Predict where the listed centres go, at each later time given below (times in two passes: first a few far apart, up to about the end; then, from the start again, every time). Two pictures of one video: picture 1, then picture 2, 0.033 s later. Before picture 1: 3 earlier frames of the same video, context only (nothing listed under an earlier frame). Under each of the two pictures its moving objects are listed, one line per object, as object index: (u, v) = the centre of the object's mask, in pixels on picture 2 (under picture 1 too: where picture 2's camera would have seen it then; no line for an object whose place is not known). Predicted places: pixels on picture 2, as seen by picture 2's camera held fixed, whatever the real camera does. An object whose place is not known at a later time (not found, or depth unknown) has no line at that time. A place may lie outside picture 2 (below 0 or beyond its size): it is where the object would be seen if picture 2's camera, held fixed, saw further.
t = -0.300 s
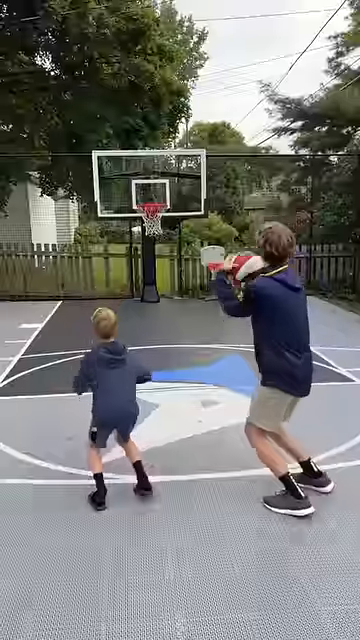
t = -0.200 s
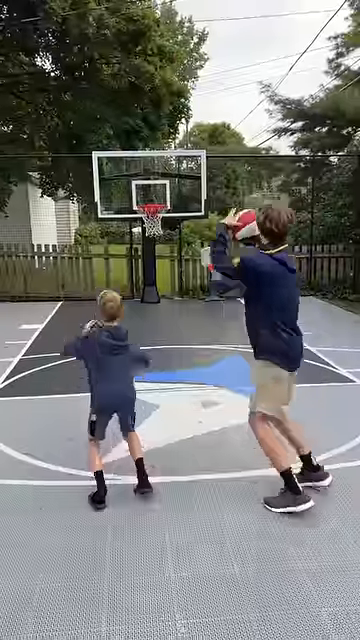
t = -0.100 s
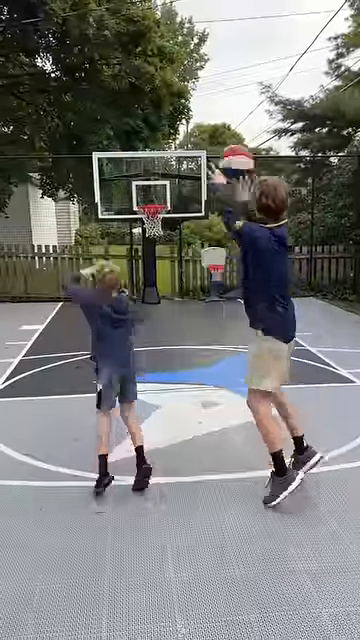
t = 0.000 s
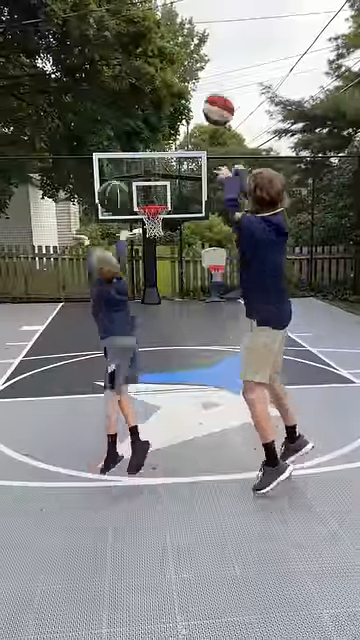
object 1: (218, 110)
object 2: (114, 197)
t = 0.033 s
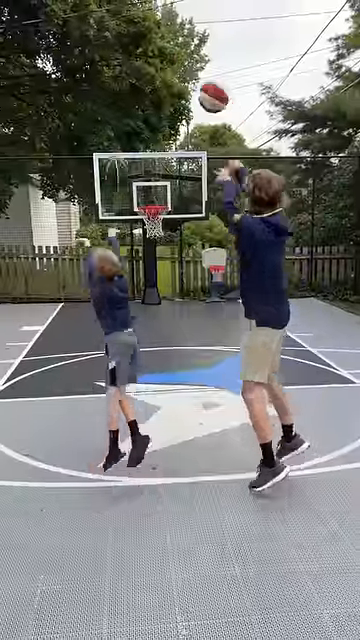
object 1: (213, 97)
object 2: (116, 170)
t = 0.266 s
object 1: (187, 60)
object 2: (124, 67)
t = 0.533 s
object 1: (170, 92)
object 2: (132, 53)
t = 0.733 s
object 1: (161, 143)
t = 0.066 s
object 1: (209, 85)
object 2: (117, 151)
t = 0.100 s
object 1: (204, 77)
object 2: (118, 133)
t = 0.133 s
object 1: (201, 70)
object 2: (118, 114)
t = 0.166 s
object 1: (197, 66)
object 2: (120, 97)
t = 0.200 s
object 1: (193, 64)
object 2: (122, 84)
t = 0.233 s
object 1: (190, 61)
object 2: (123, 74)
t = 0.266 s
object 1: (187, 60)
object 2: (124, 67)
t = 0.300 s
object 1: (184, 62)
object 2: (125, 59)
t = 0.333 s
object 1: (183, 63)
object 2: (126, 55)
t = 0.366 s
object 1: (179, 68)
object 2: (127, 52)
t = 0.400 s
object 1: (176, 71)
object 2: (127, 51)
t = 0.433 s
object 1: (176, 74)
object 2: (129, 50)
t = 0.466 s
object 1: (174, 78)
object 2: (131, 51)
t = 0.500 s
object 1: (171, 84)
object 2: (131, 52)
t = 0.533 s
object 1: (170, 92)
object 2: (132, 53)
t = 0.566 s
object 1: (168, 99)
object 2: (134, 58)
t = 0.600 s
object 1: (167, 107)
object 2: (136, 58)
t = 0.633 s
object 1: (166, 116)
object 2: (136, 64)
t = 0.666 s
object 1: (164, 124)
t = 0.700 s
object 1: (163, 132)
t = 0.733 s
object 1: (161, 143)
